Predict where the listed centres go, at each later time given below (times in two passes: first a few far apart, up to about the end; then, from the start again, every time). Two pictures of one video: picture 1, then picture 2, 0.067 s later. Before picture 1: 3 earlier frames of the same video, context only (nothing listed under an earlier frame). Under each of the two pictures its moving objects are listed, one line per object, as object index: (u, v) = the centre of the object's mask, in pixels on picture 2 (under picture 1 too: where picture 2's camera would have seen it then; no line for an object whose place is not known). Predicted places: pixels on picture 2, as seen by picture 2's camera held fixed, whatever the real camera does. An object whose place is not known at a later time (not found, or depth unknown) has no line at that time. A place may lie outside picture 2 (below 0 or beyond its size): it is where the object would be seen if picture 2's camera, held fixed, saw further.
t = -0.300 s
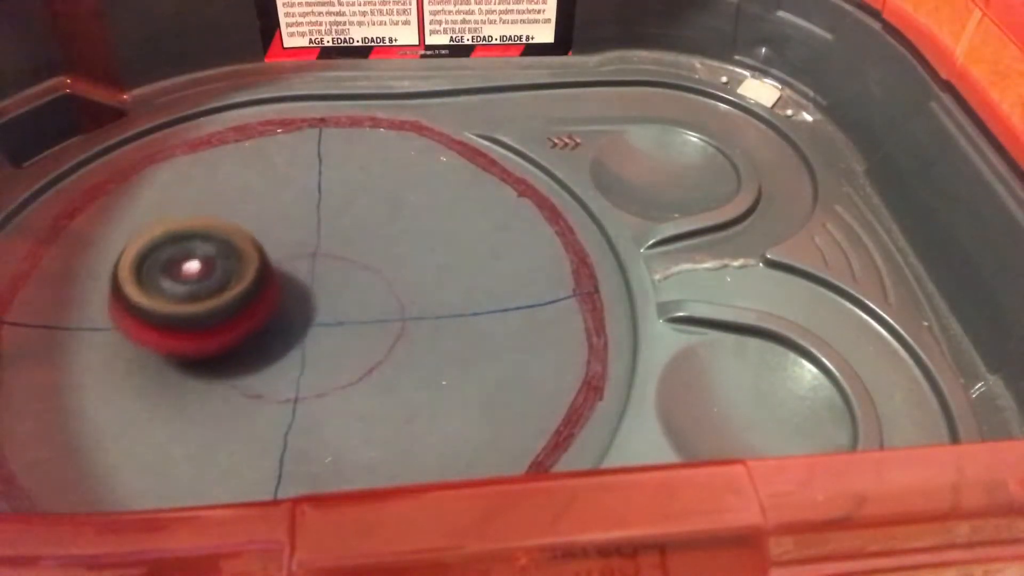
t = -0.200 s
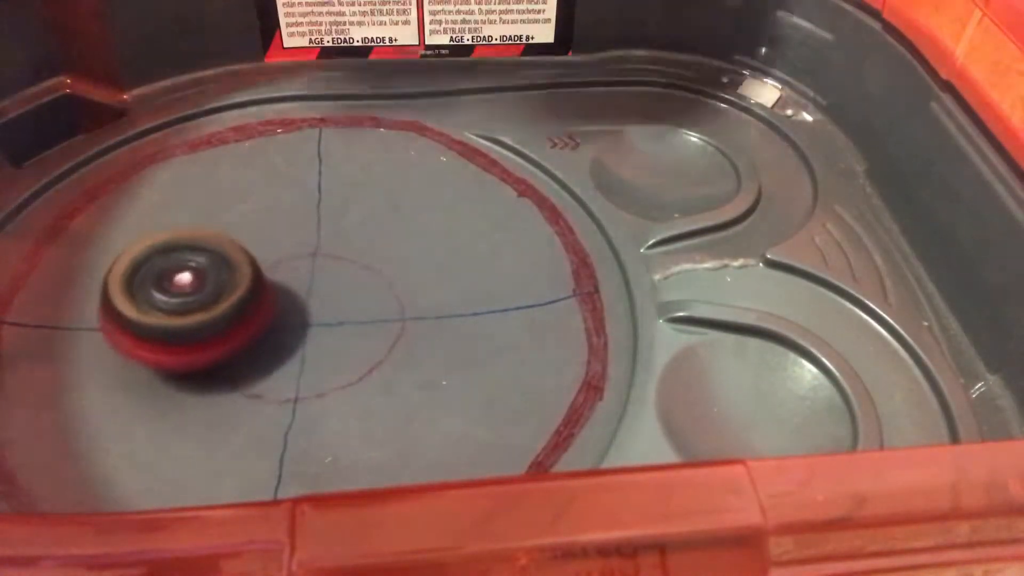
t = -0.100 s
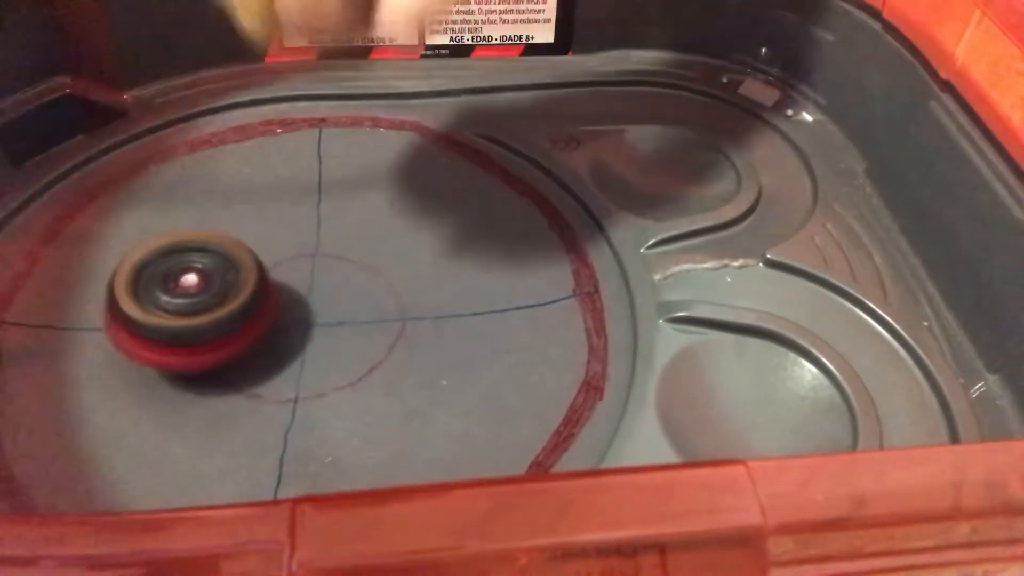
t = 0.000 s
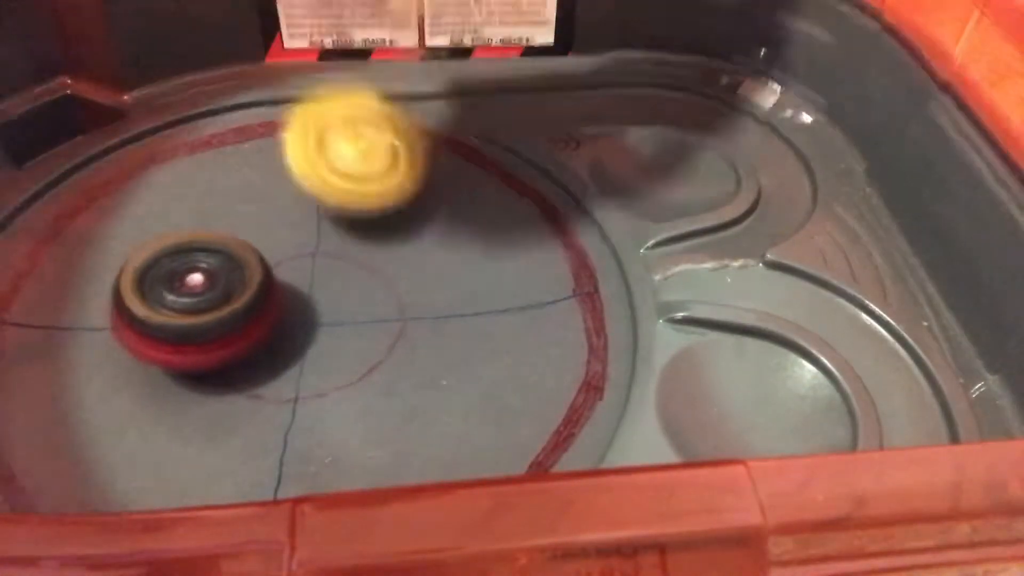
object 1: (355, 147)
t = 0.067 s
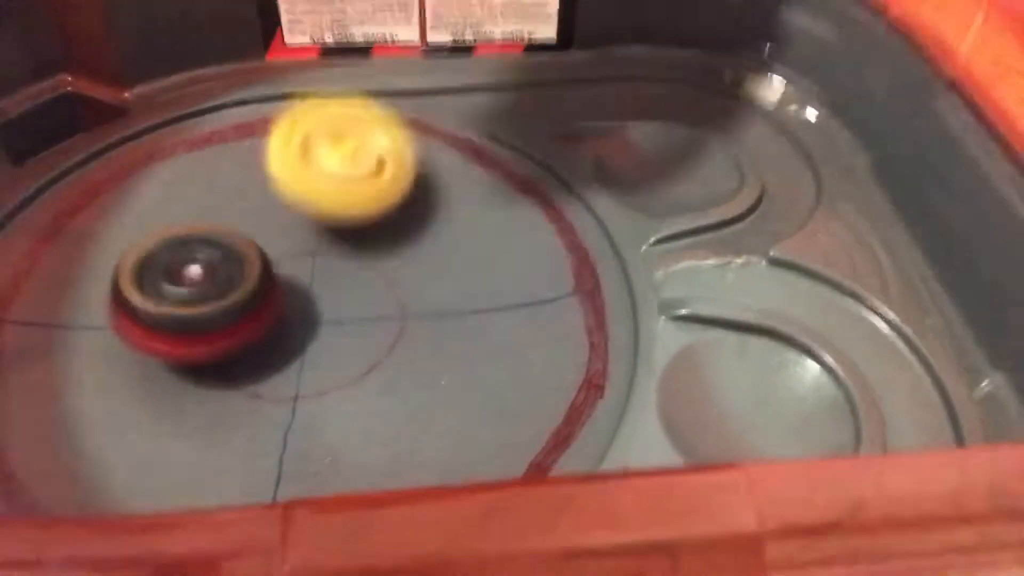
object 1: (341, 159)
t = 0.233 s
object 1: (378, 132)
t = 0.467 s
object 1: (392, 224)
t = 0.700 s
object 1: (294, 358)
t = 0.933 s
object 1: (400, 188)
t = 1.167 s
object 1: (430, 243)
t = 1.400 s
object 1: (601, 312)
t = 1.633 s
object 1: (285, 412)
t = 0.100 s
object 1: (334, 179)
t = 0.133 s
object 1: (322, 193)
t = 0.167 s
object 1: (338, 176)
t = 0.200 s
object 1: (361, 151)
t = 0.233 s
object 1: (378, 132)
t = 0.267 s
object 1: (391, 122)
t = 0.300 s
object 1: (401, 121)
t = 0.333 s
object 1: (406, 126)
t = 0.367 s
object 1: (410, 142)
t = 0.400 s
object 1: (410, 163)
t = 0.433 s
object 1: (405, 191)
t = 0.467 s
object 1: (392, 224)
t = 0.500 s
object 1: (371, 260)
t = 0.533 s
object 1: (342, 300)
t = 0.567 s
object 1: (327, 322)
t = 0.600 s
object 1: (330, 330)
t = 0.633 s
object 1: (325, 336)
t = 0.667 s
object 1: (312, 345)
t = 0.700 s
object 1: (294, 358)
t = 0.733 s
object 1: (292, 352)
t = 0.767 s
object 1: (321, 316)
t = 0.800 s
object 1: (349, 279)
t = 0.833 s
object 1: (368, 249)
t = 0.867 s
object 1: (385, 220)
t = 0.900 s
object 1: (393, 198)
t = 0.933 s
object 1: (400, 188)
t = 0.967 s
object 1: (405, 179)
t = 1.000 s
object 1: (409, 177)
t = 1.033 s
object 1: (415, 182)
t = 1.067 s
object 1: (420, 191)
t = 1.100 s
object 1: (423, 206)
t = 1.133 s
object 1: (425, 223)
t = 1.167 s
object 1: (430, 243)
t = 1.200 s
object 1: (479, 247)
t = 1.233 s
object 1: (532, 250)
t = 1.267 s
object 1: (576, 253)
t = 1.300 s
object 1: (610, 259)
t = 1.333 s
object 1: (625, 271)
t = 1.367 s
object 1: (619, 289)
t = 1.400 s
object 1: (601, 312)
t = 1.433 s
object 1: (570, 333)
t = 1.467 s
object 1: (534, 358)
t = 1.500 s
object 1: (486, 382)
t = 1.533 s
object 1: (435, 403)
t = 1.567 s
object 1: (384, 413)
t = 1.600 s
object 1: (336, 417)
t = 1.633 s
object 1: (285, 412)
